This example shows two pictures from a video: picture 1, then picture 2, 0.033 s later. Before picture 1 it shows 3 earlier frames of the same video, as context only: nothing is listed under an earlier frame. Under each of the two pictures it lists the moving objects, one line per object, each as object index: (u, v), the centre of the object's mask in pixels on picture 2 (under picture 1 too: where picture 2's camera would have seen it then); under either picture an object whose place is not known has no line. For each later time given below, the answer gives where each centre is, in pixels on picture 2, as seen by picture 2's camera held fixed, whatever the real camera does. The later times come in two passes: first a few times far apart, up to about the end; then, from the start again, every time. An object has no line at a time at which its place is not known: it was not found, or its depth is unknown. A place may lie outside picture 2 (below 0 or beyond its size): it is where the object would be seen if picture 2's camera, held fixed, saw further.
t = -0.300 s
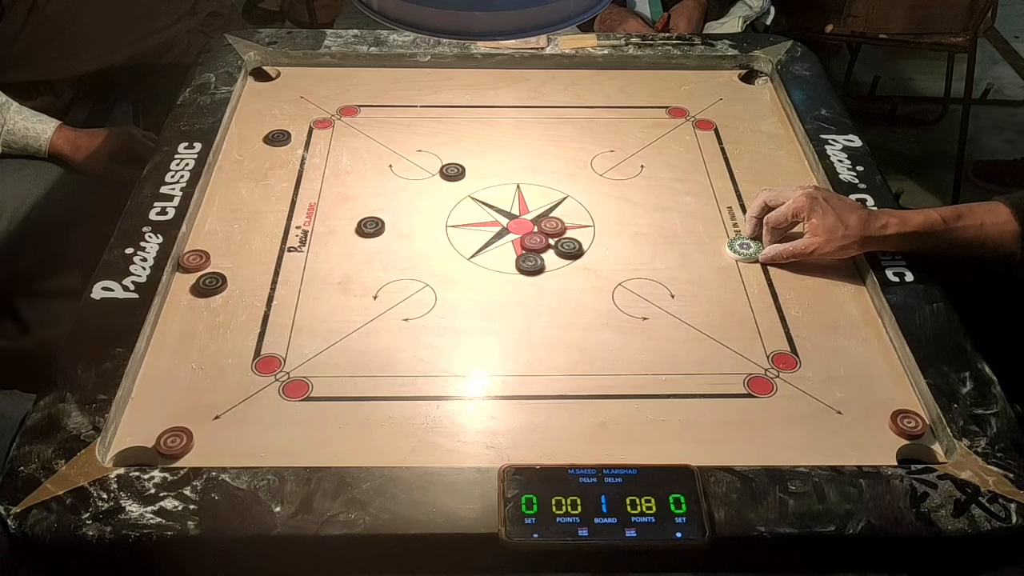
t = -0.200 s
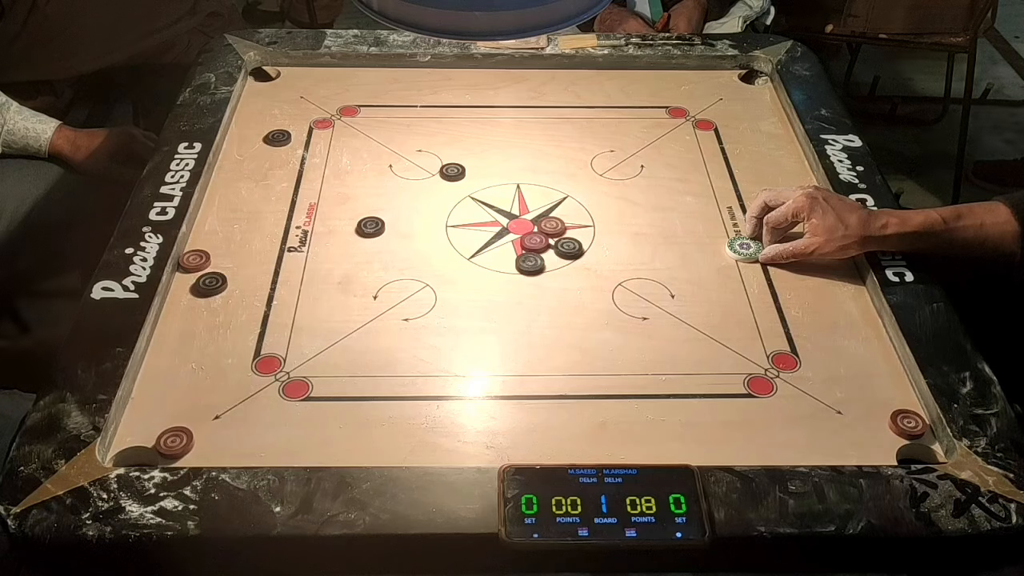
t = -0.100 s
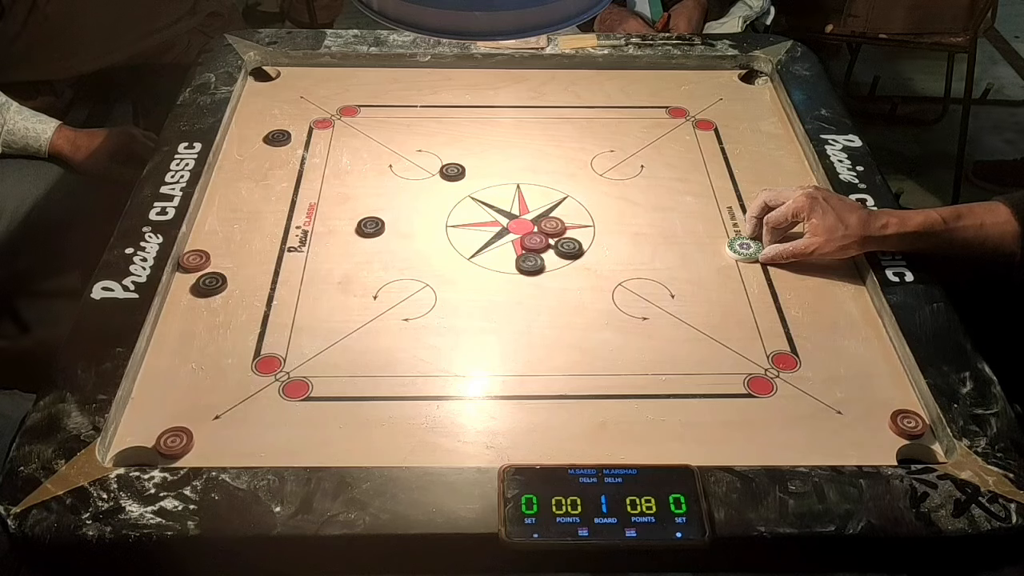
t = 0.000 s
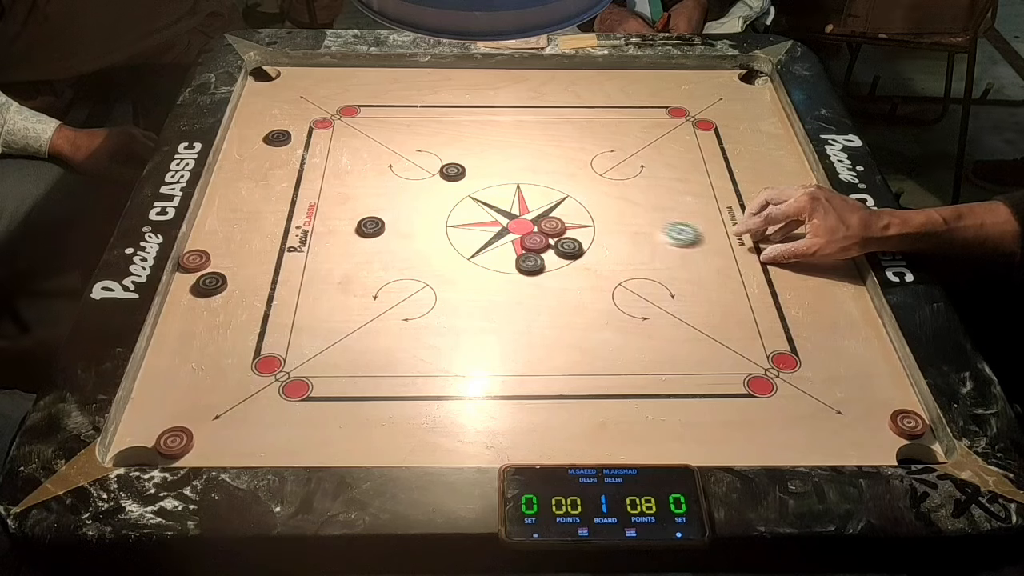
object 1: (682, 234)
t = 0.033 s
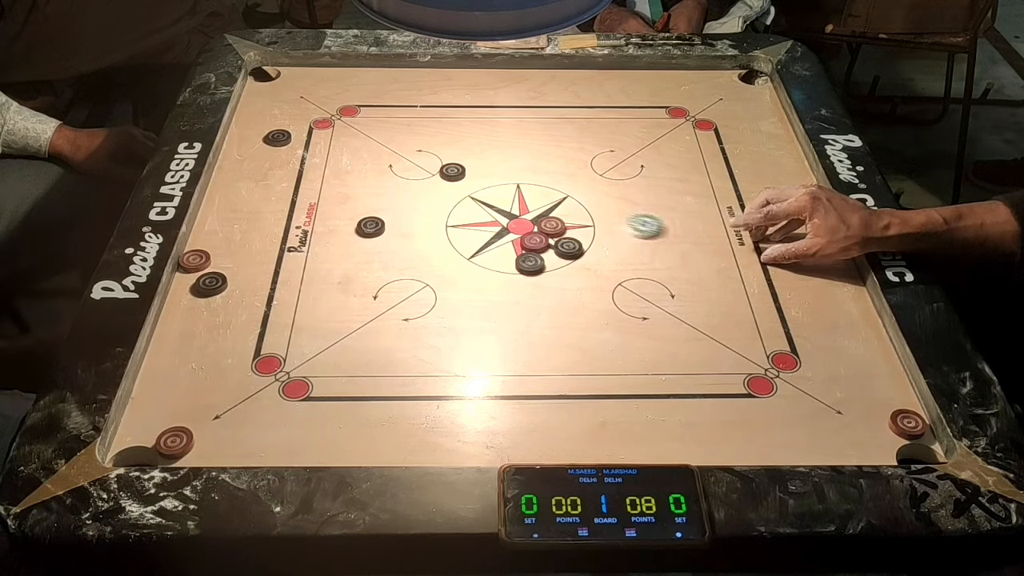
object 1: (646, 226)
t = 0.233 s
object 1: (466, 185)
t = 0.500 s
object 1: (368, 177)
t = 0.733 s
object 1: (347, 176)
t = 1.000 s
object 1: (347, 177)
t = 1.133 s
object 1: (347, 176)
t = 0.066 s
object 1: (611, 218)
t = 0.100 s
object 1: (579, 210)
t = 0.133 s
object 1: (548, 203)
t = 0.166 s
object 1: (519, 195)
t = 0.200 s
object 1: (490, 190)
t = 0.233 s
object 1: (466, 185)
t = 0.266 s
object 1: (450, 184)
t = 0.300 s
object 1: (434, 183)
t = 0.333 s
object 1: (420, 182)
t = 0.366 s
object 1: (407, 181)
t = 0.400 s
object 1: (396, 180)
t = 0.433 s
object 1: (385, 179)
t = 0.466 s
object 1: (376, 178)
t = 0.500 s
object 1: (368, 177)
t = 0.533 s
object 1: (362, 177)
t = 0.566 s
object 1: (356, 177)
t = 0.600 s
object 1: (352, 177)
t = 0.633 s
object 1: (349, 177)
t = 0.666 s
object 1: (347, 176)
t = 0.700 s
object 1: (347, 176)
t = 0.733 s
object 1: (347, 176)
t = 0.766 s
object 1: (347, 176)
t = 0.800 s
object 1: (347, 176)
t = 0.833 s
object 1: (347, 176)
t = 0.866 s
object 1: (347, 176)
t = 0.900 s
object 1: (347, 176)
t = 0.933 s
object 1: (347, 176)
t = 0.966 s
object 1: (347, 176)
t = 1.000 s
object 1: (347, 177)
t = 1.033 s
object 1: (347, 176)
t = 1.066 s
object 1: (347, 176)
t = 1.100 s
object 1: (347, 176)
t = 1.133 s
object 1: (347, 176)
